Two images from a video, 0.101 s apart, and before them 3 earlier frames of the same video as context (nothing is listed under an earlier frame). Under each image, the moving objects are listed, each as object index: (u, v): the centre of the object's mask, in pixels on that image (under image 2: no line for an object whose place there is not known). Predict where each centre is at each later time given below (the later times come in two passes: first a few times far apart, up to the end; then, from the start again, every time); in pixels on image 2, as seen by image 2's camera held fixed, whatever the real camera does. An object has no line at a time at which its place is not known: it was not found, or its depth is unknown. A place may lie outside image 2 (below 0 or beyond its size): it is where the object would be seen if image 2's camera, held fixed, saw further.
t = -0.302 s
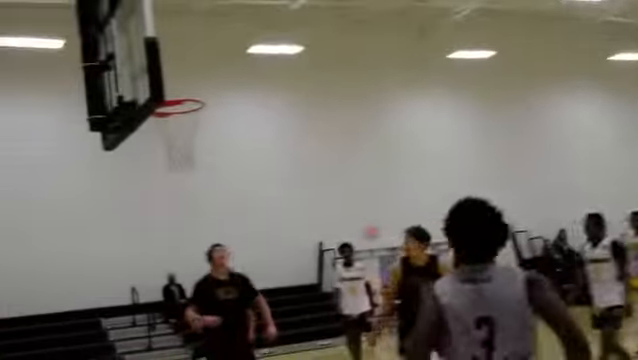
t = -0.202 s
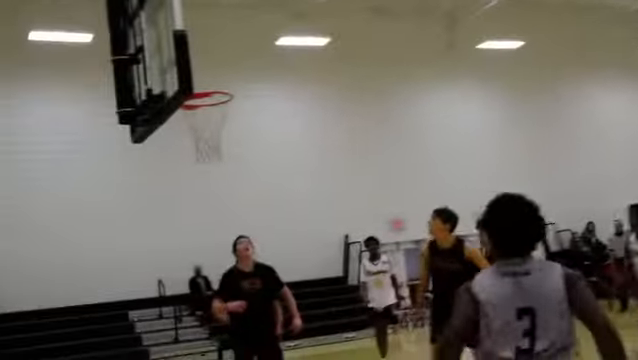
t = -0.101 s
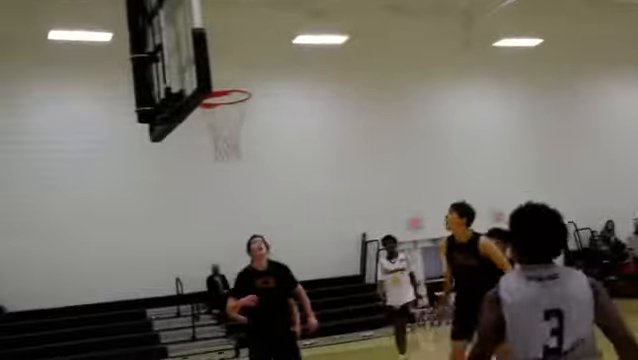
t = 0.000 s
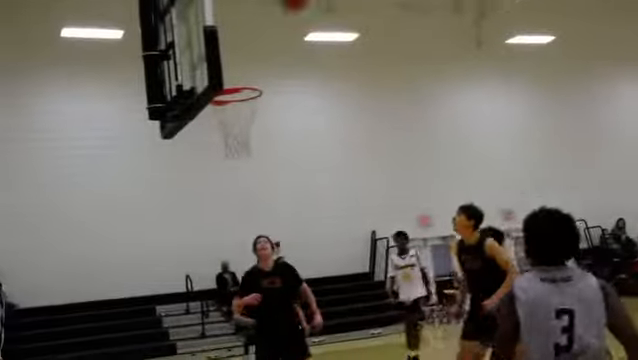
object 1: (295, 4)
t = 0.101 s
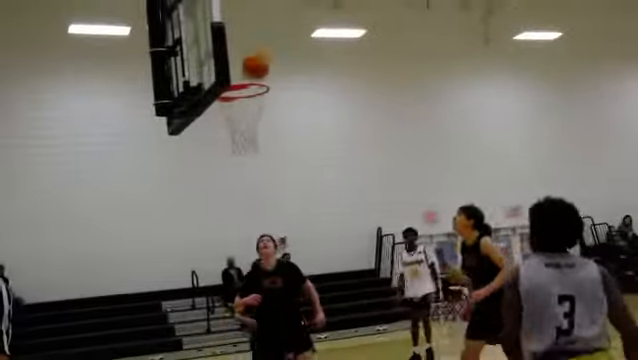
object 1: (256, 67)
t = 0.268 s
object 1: (215, 130)
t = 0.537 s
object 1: (195, 206)
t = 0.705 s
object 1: (186, 293)
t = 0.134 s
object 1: (242, 94)
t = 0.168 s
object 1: (227, 116)
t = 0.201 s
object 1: (222, 124)
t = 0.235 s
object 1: (218, 127)
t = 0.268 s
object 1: (215, 130)
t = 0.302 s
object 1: (212, 136)
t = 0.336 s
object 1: (209, 142)
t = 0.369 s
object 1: (207, 150)
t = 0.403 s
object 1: (204, 159)
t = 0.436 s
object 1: (201, 169)
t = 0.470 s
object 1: (199, 181)
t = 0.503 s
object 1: (197, 193)
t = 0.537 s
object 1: (195, 206)
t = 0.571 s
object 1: (193, 222)
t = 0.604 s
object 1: (191, 238)
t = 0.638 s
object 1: (189, 255)
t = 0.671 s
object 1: (188, 273)
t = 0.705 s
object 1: (186, 293)
